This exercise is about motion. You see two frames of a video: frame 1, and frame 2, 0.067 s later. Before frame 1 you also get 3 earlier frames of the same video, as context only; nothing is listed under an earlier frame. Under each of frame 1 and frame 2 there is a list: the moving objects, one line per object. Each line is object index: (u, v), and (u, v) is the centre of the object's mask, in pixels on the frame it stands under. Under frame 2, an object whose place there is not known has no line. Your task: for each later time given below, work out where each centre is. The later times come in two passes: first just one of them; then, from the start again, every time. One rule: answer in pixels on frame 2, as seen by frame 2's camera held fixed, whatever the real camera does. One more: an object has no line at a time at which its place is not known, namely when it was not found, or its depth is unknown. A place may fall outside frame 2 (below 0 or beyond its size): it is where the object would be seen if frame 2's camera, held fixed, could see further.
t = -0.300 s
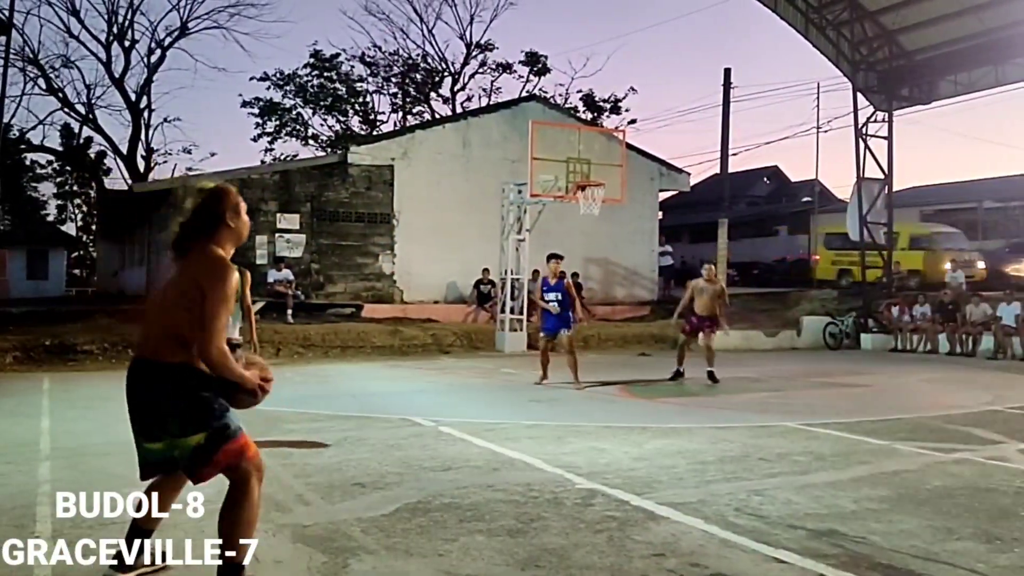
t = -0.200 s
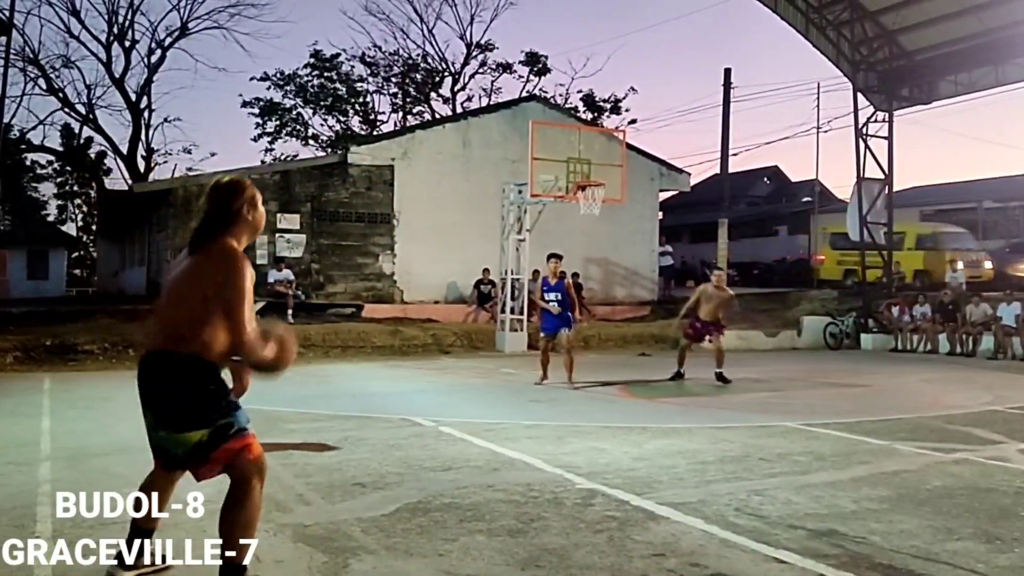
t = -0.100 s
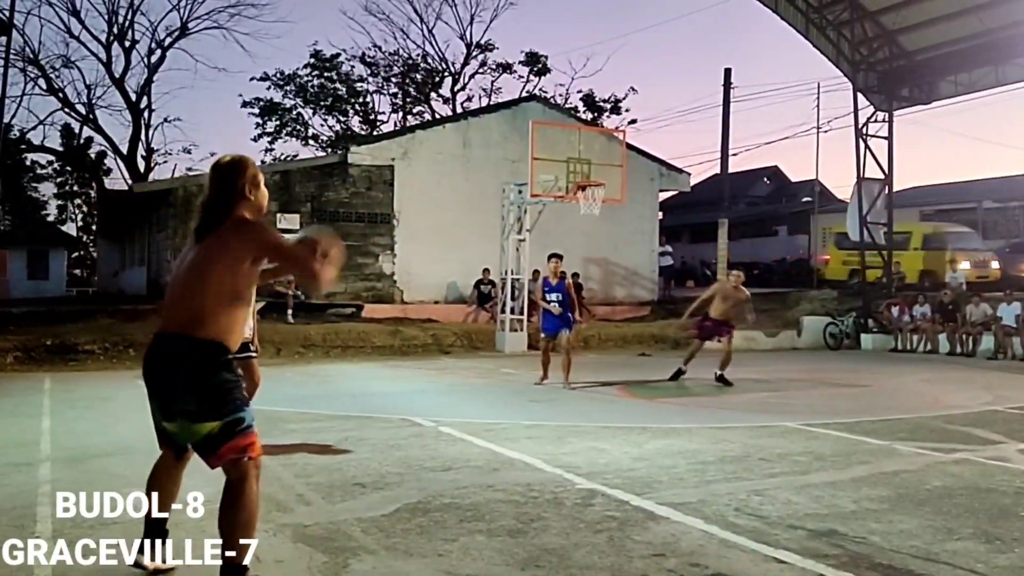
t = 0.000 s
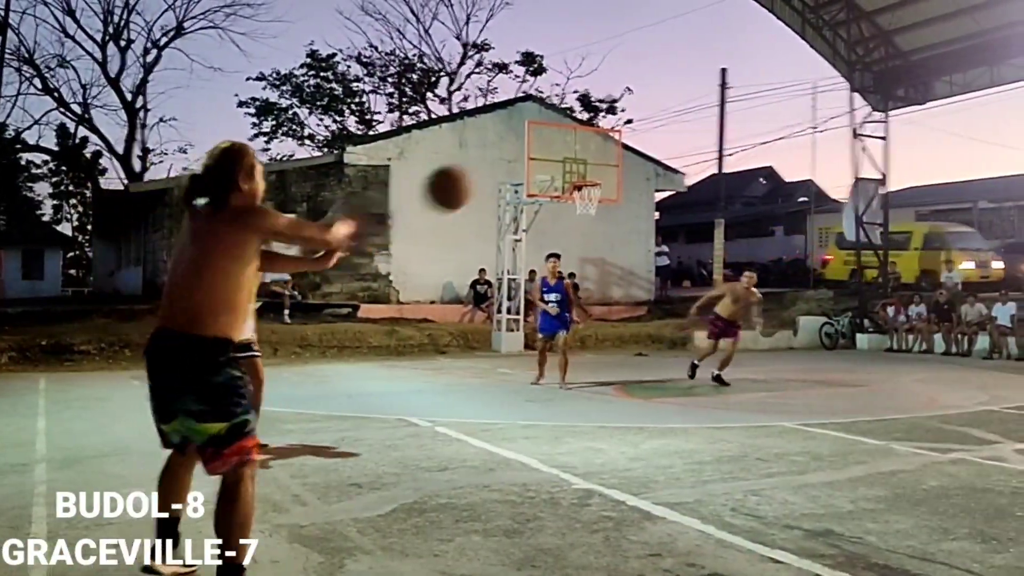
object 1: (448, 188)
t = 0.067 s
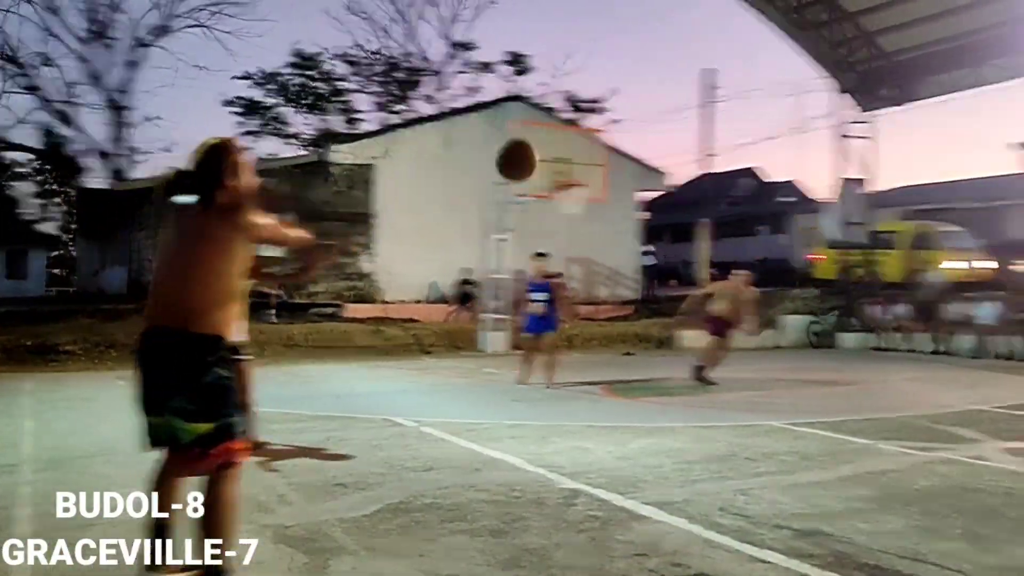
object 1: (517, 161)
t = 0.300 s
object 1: (721, 138)
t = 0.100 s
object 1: (552, 152)
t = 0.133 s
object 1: (586, 145)
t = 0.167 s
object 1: (617, 139)
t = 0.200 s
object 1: (647, 136)
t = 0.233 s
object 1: (674, 135)
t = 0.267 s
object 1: (698, 135)
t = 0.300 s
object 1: (721, 138)
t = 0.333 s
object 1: (743, 140)
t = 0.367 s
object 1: (764, 145)
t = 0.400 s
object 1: (784, 150)
